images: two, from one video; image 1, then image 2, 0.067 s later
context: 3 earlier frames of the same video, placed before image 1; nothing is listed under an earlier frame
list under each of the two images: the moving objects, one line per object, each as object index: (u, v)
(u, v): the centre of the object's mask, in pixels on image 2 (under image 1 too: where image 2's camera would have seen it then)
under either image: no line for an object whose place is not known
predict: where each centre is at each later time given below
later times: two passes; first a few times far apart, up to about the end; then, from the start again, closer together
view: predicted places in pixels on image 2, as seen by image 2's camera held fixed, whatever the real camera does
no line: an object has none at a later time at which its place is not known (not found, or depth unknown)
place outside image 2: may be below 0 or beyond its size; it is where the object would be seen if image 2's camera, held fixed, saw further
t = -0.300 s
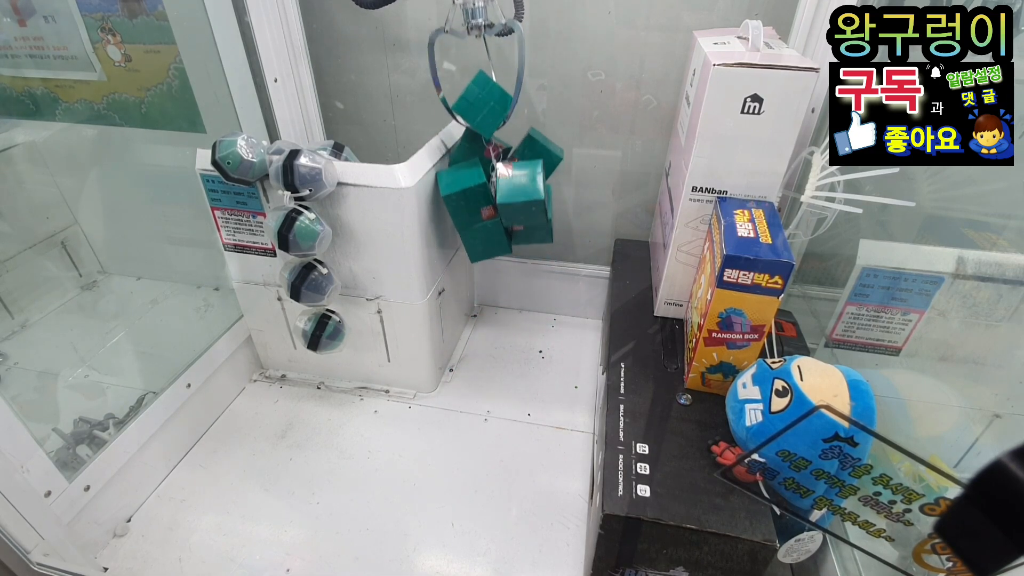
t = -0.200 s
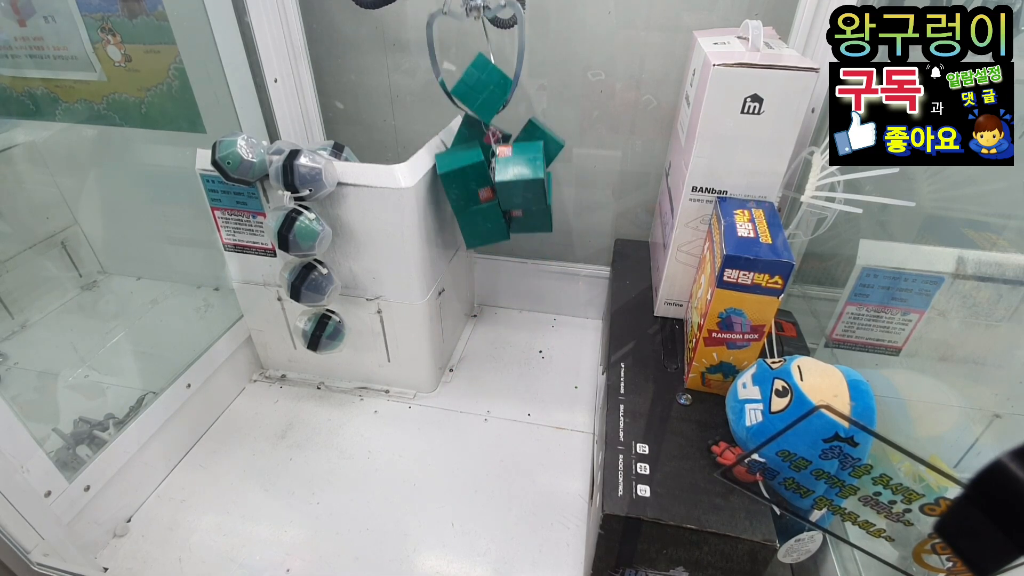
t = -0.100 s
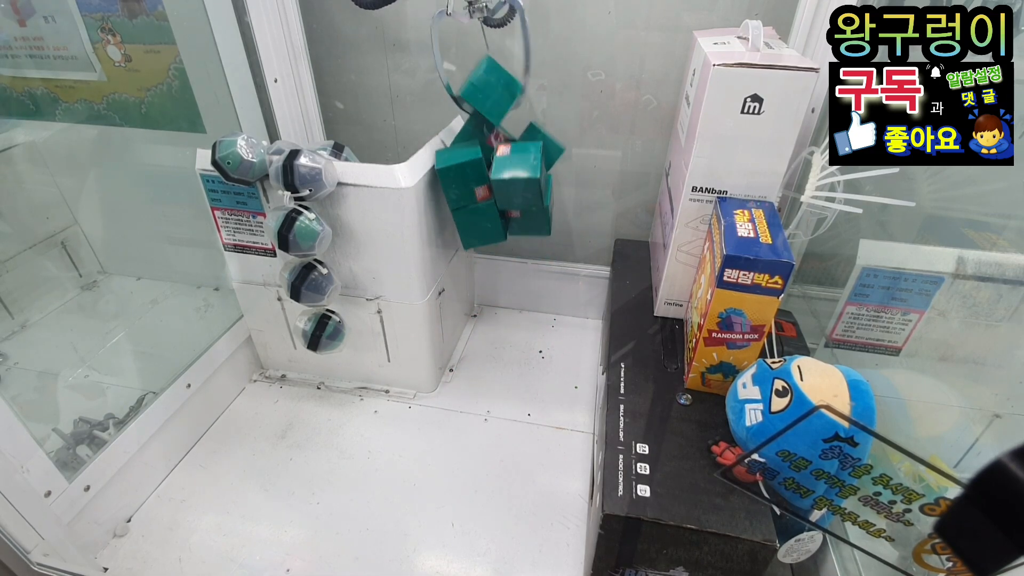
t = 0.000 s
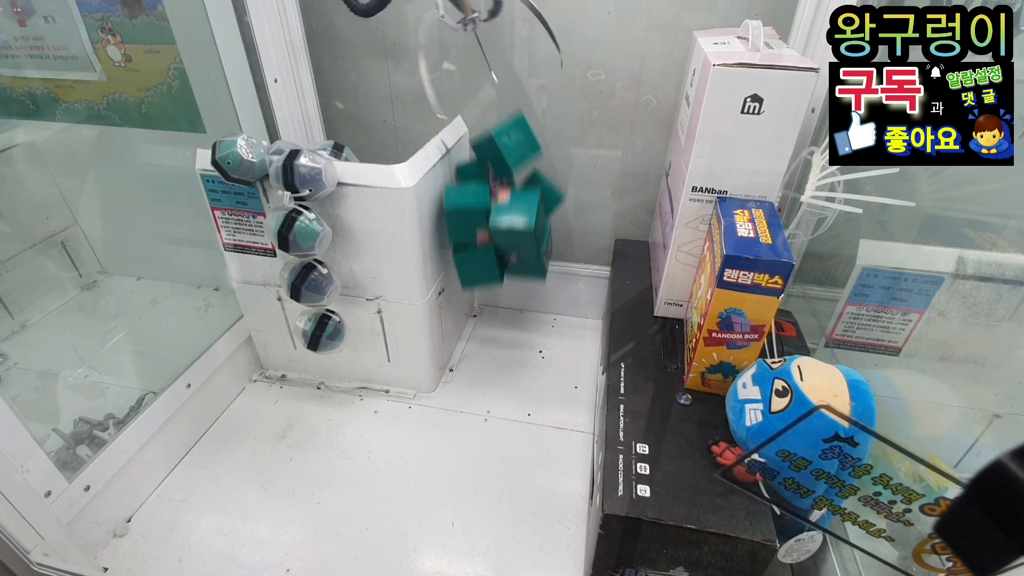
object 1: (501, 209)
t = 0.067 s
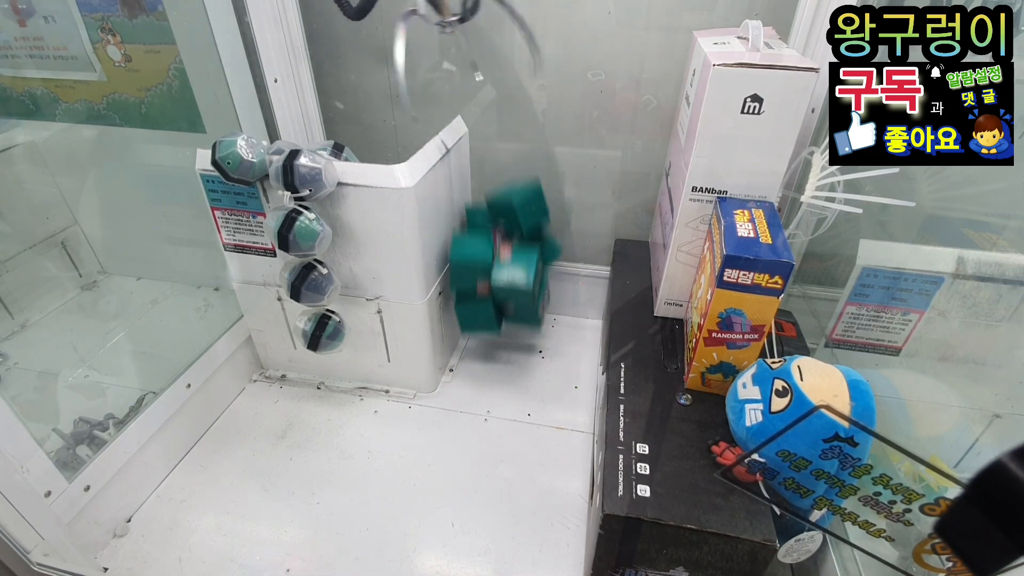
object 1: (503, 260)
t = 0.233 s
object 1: (514, 323)
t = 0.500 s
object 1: (516, 330)
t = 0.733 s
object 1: (516, 331)
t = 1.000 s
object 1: (516, 331)
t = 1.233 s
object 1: (516, 331)
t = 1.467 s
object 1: (516, 331)
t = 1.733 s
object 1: (516, 331)
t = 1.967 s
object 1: (516, 331)
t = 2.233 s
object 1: (516, 331)
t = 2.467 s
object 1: (516, 331)
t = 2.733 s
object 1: (516, 331)
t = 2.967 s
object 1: (516, 331)
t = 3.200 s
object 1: (516, 331)
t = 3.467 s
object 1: (516, 331)
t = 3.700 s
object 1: (516, 331)
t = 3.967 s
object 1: (516, 331)
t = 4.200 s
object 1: (516, 331)
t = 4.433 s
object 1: (516, 331)
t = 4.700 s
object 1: (516, 331)
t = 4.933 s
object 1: (516, 331)
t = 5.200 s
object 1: (516, 331)
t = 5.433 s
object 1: (516, 331)
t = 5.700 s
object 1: (516, 331)
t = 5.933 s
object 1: (516, 331)
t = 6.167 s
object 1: (516, 331)
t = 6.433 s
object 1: (516, 331)
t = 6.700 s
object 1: (516, 331)
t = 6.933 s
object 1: (516, 331)
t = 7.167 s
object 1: (516, 331)
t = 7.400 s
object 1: (516, 331)
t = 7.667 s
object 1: (516, 331)
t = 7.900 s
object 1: (516, 331)
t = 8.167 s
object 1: (516, 331)
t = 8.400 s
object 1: (516, 331)
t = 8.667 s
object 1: (516, 331)
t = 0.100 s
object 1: (504, 294)
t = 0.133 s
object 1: (506, 313)
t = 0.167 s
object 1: (508, 320)
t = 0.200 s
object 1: (511, 322)
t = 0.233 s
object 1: (514, 323)
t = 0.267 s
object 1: (517, 326)
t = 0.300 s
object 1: (519, 328)
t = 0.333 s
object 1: (519, 329)
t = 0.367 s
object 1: (519, 329)
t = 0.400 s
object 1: (518, 329)
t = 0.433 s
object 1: (518, 330)
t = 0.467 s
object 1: (517, 330)
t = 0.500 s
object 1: (516, 330)
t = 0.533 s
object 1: (516, 330)
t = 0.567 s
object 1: (516, 331)
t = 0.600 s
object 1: (516, 331)
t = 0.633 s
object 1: (516, 331)
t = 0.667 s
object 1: (516, 331)
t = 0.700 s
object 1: (516, 330)
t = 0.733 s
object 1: (516, 331)
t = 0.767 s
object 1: (516, 331)
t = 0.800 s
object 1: (516, 331)
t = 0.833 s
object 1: (516, 331)
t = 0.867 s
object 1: (516, 331)
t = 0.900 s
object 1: (516, 331)
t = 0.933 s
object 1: (516, 331)
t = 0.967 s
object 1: (516, 331)
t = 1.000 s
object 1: (516, 331)
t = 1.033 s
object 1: (516, 331)
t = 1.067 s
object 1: (516, 331)
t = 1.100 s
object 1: (516, 331)
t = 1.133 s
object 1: (516, 331)
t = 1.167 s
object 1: (516, 331)
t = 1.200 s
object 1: (516, 331)
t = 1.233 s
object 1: (516, 331)
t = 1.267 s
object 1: (516, 331)
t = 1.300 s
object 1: (516, 331)
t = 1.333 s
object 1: (516, 331)
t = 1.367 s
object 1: (516, 331)
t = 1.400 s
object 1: (516, 331)
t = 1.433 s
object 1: (516, 331)
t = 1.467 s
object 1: (516, 331)
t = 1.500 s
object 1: (516, 331)
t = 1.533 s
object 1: (516, 331)
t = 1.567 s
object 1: (516, 331)
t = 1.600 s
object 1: (516, 331)
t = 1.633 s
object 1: (516, 331)
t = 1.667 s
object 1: (516, 331)
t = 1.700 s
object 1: (516, 331)
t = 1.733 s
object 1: (516, 331)
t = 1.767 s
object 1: (516, 331)
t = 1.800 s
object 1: (516, 331)
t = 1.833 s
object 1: (516, 331)
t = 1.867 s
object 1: (516, 331)
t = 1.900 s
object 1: (516, 331)
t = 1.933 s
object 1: (516, 331)
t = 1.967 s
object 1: (516, 331)
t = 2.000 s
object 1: (516, 331)
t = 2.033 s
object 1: (516, 331)
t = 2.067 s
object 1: (516, 331)
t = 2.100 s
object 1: (516, 331)
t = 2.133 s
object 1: (516, 331)
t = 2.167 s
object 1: (516, 331)
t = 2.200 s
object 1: (516, 331)
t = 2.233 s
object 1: (516, 331)
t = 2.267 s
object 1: (516, 331)
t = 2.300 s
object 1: (516, 331)
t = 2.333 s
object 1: (516, 331)
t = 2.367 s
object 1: (516, 331)
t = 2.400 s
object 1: (516, 331)
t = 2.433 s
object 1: (516, 331)
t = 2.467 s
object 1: (516, 331)
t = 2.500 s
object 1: (516, 331)
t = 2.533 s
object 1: (516, 331)
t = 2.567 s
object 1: (516, 331)
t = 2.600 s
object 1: (516, 331)
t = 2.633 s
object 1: (516, 331)
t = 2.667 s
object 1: (516, 331)
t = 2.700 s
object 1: (516, 331)
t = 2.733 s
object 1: (516, 331)
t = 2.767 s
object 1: (516, 331)
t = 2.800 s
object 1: (516, 331)
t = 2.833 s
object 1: (516, 331)
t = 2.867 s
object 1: (516, 331)
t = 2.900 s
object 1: (516, 331)
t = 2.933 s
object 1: (516, 331)
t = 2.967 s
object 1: (516, 331)
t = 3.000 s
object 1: (516, 331)
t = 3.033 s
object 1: (516, 331)
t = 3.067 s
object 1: (516, 331)
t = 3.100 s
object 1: (516, 331)
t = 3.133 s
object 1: (516, 331)
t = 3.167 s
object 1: (516, 331)
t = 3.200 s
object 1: (516, 331)
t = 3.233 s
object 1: (516, 331)
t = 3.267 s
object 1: (516, 331)
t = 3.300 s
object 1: (516, 331)
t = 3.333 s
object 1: (516, 331)
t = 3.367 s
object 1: (516, 331)
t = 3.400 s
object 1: (516, 331)
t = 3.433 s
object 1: (516, 331)
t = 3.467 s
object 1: (516, 331)
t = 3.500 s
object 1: (516, 331)
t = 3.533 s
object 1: (516, 331)
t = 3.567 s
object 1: (516, 331)
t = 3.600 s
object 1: (516, 331)
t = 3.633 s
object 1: (516, 331)
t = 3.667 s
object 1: (516, 331)
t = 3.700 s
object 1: (516, 331)
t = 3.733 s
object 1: (516, 331)
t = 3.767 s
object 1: (516, 331)
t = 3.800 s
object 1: (516, 331)
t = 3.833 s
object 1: (516, 331)
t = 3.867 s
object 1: (516, 331)
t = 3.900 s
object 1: (516, 331)
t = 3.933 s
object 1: (516, 331)
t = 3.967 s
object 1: (516, 331)
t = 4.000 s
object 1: (516, 331)
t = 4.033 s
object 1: (516, 331)
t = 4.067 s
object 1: (516, 331)
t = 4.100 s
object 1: (516, 331)
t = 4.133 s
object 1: (516, 331)
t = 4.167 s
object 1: (516, 331)
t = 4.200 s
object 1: (516, 331)
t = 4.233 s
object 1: (516, 331)
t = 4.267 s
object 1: (516, 331)
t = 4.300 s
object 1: (516, 331)
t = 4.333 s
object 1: (516, 331)
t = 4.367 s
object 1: (516, 331)
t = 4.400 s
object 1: (516, 331)
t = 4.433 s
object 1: (516, 331)
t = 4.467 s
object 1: (516, 331)
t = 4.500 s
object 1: (516, 331)
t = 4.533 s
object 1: (516, 331)
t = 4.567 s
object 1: (516, 331)
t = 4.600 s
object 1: (516, 331)
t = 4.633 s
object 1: (516, 331)
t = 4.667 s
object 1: (516, 331)
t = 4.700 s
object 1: (516, 331)
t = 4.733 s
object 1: (516, 331)
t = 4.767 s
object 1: (516, 331)
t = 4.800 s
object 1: (516, 331)
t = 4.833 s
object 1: (516, 331)
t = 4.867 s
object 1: (516, 331)
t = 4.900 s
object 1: (516, 331)
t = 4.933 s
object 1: (516, 331)
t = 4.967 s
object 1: (516, 331)
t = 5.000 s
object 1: (516, 331)
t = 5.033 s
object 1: (516, 331)
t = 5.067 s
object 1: (516, 331)
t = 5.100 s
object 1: (516, 331)
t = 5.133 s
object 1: (516, 331)
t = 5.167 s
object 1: (516, 331)
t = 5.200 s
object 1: (516, 331)
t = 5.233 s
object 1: (516, 331)
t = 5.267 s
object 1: (516, 331)
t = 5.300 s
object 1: (516, 331)
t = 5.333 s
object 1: (516, 331)
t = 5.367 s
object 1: (516, 331)
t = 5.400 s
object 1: (516, 331)
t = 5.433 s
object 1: (516, 331)
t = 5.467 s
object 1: (516, 331)
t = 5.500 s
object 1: (516, 331)
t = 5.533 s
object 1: (516, 331)
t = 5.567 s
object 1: (516, 331)
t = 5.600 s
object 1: (516, 331)
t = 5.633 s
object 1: (516, 331)
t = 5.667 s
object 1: (516, 331)
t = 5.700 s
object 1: (516, 331)
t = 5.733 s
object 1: (516, 331)
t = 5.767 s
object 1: (516, 331)
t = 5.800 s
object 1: (516, 331)
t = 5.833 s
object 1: (516, 331)
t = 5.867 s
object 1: (516, 331)
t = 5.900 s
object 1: (516, 331)
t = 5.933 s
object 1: (516, 331)
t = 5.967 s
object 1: (516, 331)
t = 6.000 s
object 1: (516, 331)
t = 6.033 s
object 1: (516, 331)
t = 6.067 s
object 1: (516, 331)
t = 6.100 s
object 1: (516, 331)
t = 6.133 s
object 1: (516, 331)
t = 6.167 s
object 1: (516, 331)
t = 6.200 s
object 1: (516, 331)
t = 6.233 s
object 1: (516, 331)
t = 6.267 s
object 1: (516, 331)
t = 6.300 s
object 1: (516, 331)
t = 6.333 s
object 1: (516, 331)
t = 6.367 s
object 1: (516, 331)
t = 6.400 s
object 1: (516, 331)
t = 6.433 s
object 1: (516, 331)
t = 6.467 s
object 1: (516, 331)
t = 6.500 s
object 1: (516, 331)
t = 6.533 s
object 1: (516, 331)
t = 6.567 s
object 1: (516, 331)
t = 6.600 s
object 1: (516, 331)
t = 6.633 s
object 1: (516, 331)
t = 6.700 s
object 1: (516, 331)
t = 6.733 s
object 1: (516, 331)
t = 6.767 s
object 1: (516, 331)
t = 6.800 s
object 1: (516, 331)
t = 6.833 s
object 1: (516, 331)
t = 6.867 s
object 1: (516, 331)
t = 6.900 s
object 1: (516, 331)
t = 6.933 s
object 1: (516, 331)
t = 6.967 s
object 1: (516, 331)
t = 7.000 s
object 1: (516, 331)
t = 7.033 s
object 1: (516, 331)
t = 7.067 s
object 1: (516, 331)
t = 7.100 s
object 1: (516, 331)
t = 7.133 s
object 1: (516, 331)
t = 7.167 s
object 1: (516, 331)
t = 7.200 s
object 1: (516, 331)
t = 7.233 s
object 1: (516, 331)
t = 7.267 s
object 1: (516, 331)
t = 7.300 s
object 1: (516, 331)
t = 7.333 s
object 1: (516, 331)
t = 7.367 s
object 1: (516, 331)
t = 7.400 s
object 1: (516, 331)
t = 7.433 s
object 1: (516, 331)
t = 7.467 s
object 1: (516, 331)
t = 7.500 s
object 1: (516, 331)
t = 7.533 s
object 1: (516, 331)
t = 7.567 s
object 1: (516, 331)
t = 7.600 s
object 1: (516, 331)
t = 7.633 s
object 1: (516, 331)
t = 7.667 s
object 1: (516, 331)
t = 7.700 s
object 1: (516, 331)
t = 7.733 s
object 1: (516, 331)
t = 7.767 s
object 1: (516, 331)
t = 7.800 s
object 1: (516, 331)
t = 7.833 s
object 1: (516, 331)
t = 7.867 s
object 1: (516, 331)
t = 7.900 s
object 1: (516, 331)
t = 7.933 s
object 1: (516, 331)
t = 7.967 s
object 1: (516, 331)
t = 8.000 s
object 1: (516, 331)
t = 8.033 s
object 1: (516, 331)
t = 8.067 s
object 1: (516, 331)
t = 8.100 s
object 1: (516, 331)
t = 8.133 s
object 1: (516, 331)
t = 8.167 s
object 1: (516, 331)
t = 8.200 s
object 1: (516, 331)
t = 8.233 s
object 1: (516, 331)
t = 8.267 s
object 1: (516, 331)
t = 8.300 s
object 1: (516, 331)
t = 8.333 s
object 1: (516, 331)
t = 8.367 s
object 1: (516, 331)
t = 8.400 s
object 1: (516, 331)
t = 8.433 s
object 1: (516, 331)
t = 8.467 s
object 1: (516, 331)
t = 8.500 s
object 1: (516, 331)
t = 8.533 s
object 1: (516, 331)
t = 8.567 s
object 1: (516, 331)
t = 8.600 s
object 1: (516, 331)
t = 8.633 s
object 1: (516, 331)
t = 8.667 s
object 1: (516, 331)
